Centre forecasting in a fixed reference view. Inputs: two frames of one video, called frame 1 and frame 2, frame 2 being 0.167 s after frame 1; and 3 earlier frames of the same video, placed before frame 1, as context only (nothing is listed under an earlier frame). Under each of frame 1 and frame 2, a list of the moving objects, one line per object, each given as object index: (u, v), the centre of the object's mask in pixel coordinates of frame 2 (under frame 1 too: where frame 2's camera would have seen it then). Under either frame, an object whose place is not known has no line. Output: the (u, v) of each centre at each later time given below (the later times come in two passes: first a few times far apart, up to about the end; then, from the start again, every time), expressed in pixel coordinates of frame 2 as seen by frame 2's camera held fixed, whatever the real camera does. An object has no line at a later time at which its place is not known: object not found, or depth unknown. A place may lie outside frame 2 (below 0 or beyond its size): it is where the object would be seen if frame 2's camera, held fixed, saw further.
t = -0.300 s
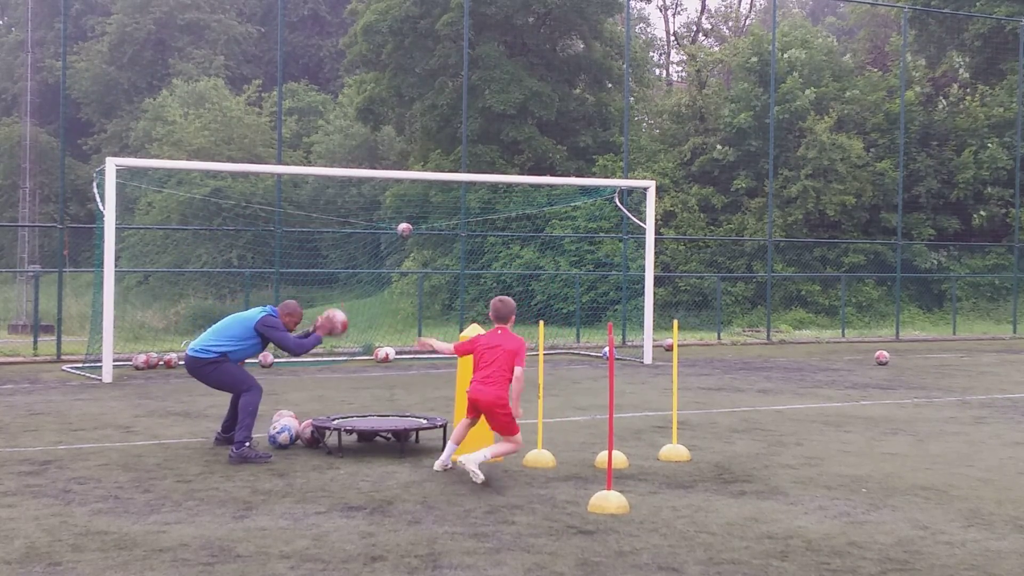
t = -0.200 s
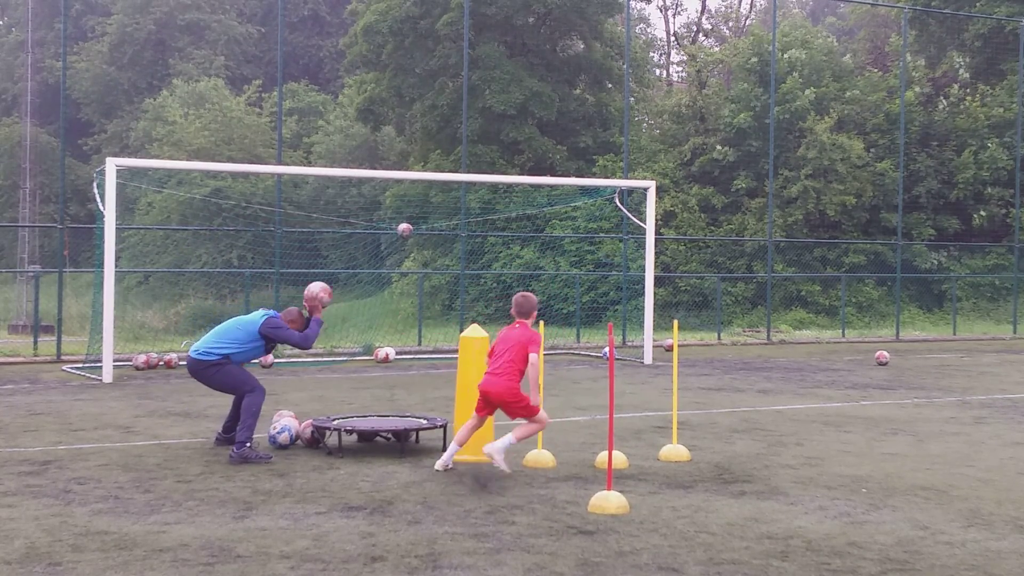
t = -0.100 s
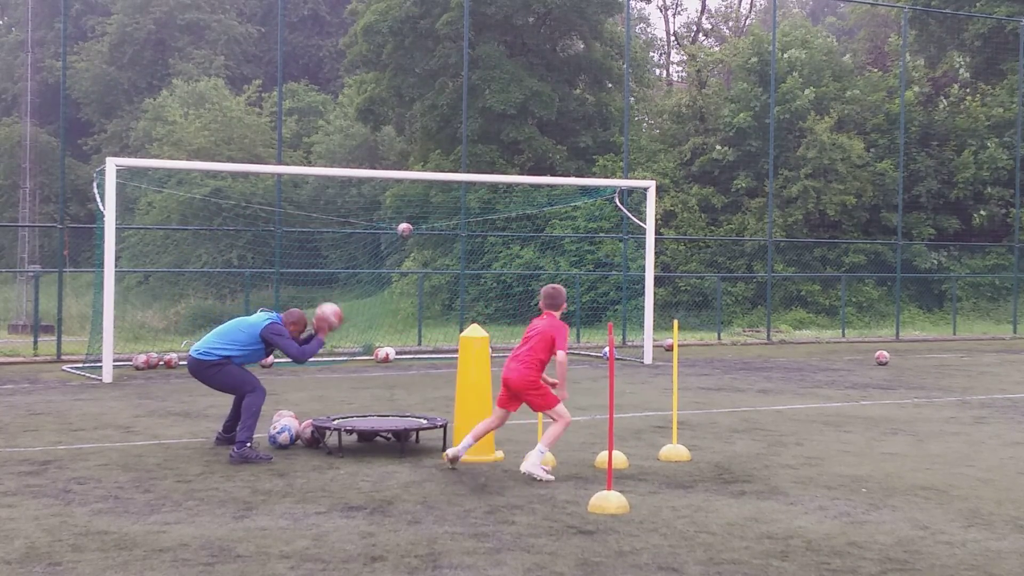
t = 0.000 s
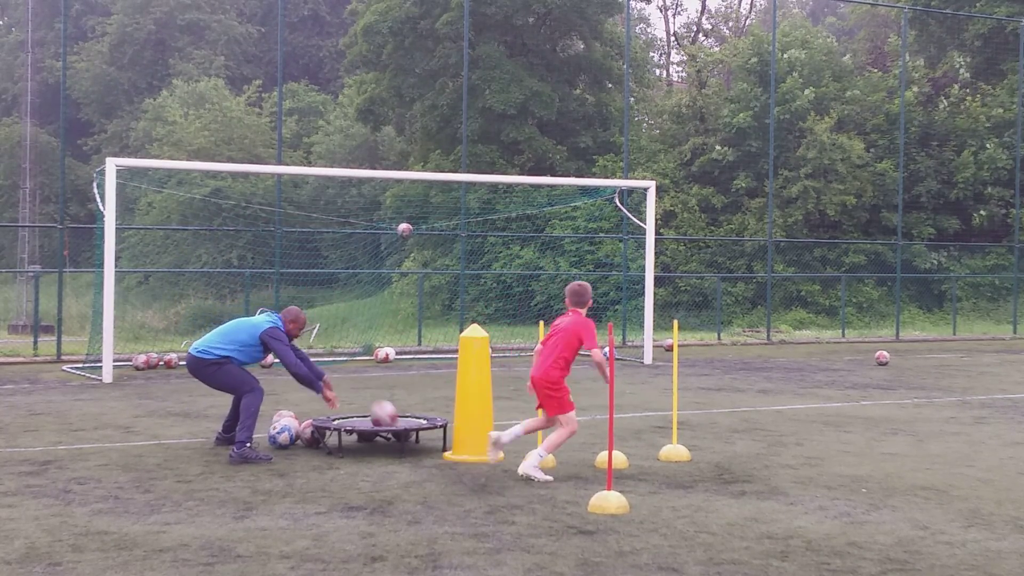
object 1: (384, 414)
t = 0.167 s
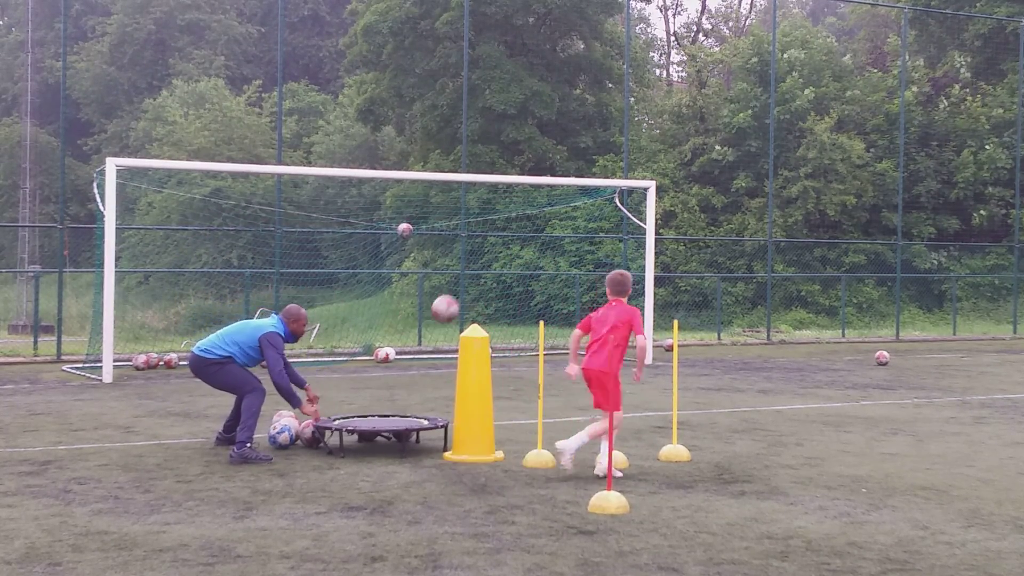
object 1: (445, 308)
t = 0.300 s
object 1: (492, 241)
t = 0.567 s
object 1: (582, 177)
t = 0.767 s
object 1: (645, 187)
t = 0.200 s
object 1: (456, 289)
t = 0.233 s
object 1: (468, 272)
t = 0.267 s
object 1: (480, 256)
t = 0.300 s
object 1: (492, 241)
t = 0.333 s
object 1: (503, 228)
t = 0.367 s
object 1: (515, 216)
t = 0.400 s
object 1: (526, 207)
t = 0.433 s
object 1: (537, 198)
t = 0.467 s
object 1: (548, 192)
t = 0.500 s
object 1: (559, 184)
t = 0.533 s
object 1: (571, 180)
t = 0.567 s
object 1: (582, 177)
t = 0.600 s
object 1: (592, 175)
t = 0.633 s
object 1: (603, 175)
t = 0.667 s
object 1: (613, 176)
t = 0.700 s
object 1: (624, 178)
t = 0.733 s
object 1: (634, 181)
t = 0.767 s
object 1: (645, 187)
